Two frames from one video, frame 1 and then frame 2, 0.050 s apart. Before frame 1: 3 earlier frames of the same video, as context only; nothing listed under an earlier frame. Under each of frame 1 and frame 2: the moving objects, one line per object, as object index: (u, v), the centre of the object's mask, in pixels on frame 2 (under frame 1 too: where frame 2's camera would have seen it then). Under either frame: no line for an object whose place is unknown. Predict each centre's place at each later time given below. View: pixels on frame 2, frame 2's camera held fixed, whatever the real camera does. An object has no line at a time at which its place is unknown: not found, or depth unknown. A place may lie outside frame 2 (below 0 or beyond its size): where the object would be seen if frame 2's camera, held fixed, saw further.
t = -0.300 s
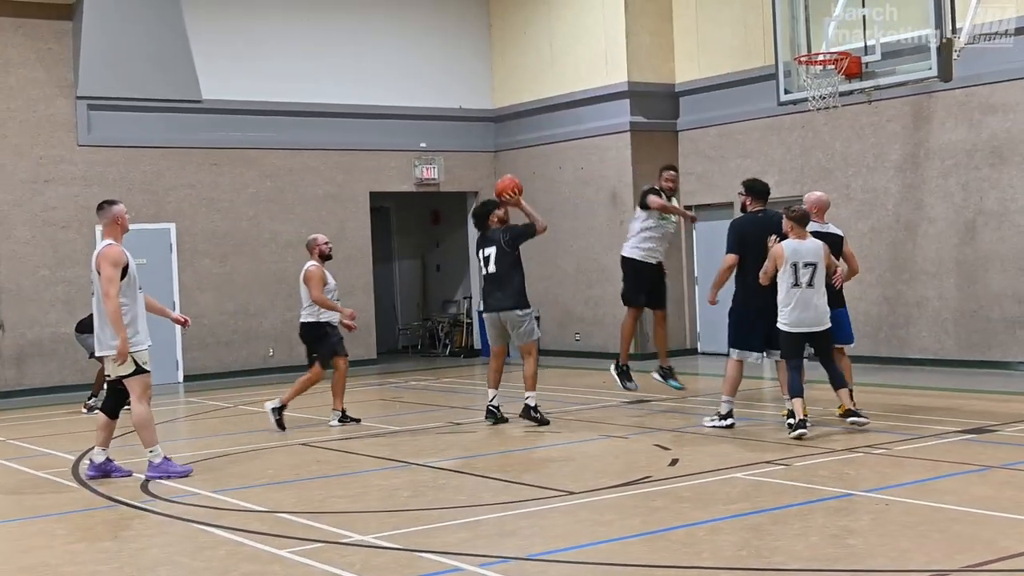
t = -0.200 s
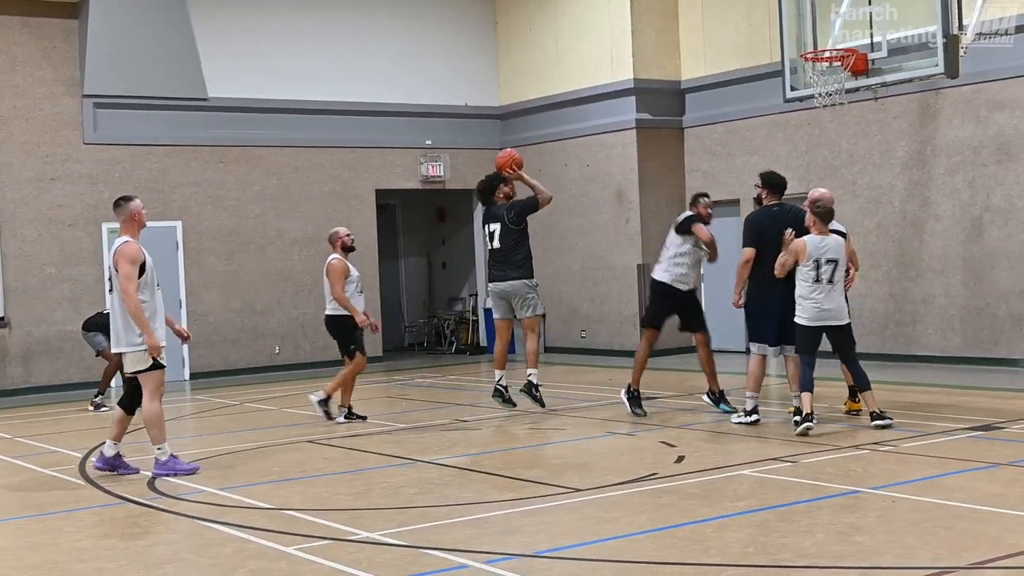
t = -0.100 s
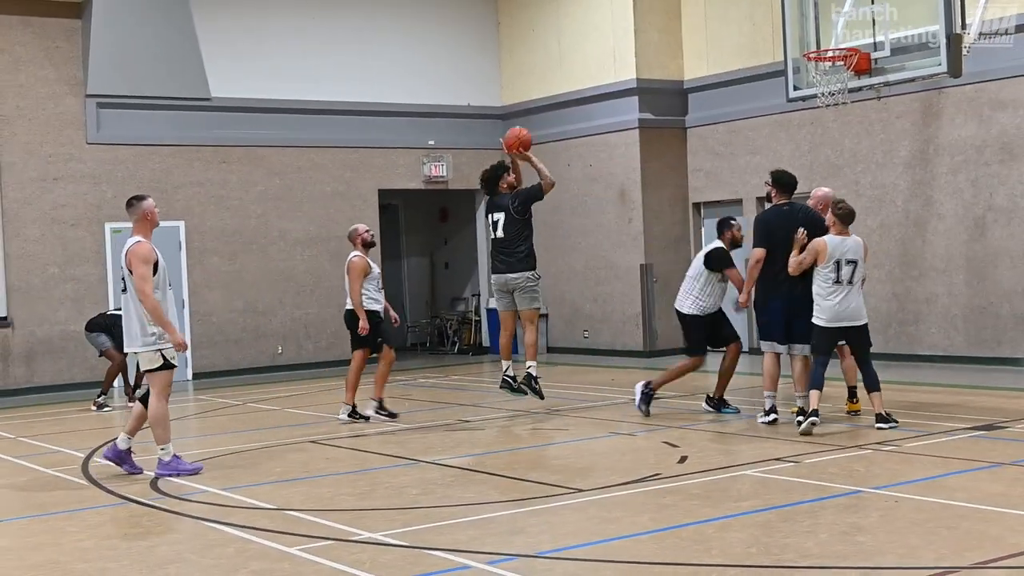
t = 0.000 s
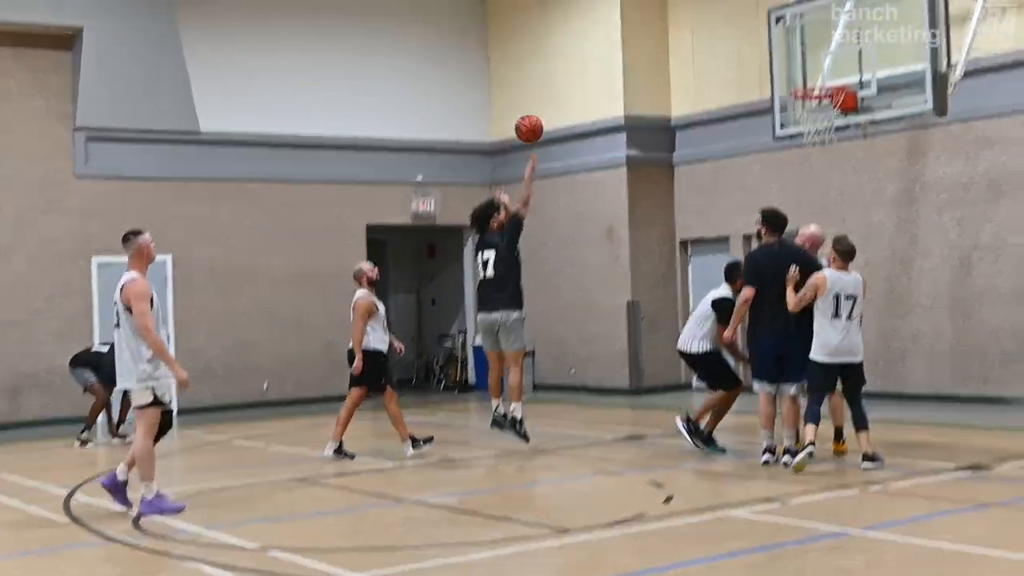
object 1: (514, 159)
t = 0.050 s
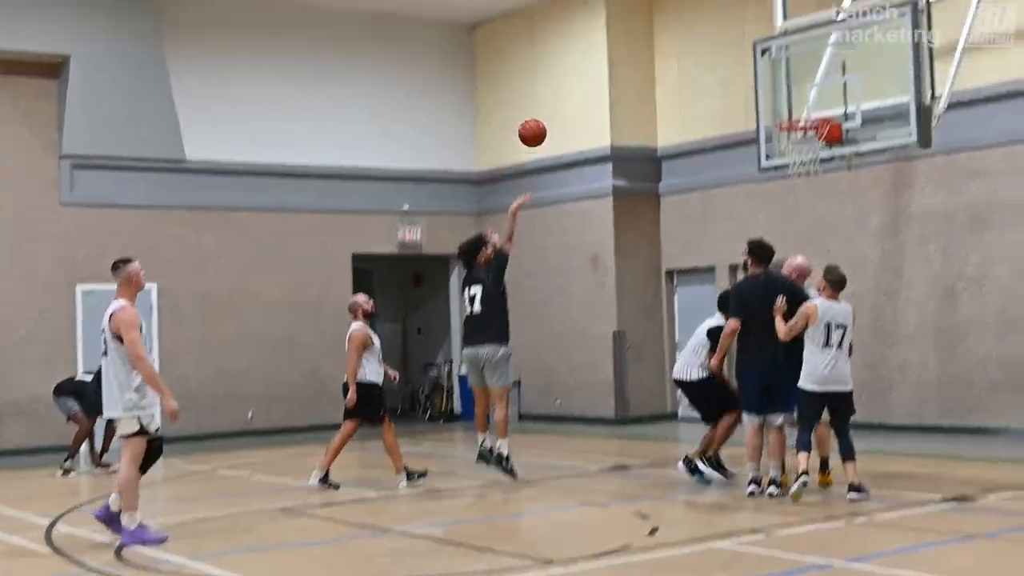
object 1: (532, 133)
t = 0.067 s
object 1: (538, 125)
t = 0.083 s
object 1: (544, 116)
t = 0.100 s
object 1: (550, 109)
